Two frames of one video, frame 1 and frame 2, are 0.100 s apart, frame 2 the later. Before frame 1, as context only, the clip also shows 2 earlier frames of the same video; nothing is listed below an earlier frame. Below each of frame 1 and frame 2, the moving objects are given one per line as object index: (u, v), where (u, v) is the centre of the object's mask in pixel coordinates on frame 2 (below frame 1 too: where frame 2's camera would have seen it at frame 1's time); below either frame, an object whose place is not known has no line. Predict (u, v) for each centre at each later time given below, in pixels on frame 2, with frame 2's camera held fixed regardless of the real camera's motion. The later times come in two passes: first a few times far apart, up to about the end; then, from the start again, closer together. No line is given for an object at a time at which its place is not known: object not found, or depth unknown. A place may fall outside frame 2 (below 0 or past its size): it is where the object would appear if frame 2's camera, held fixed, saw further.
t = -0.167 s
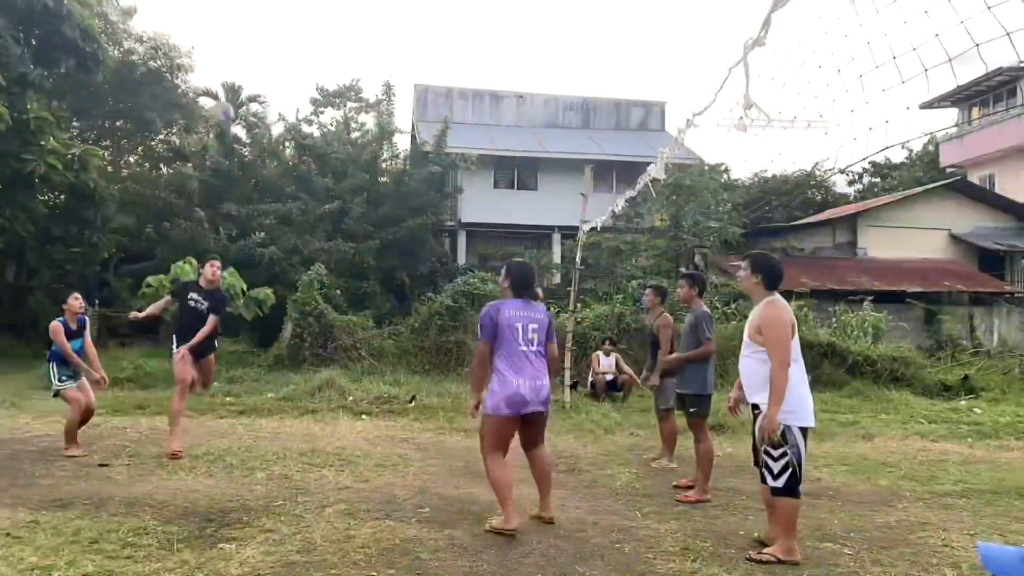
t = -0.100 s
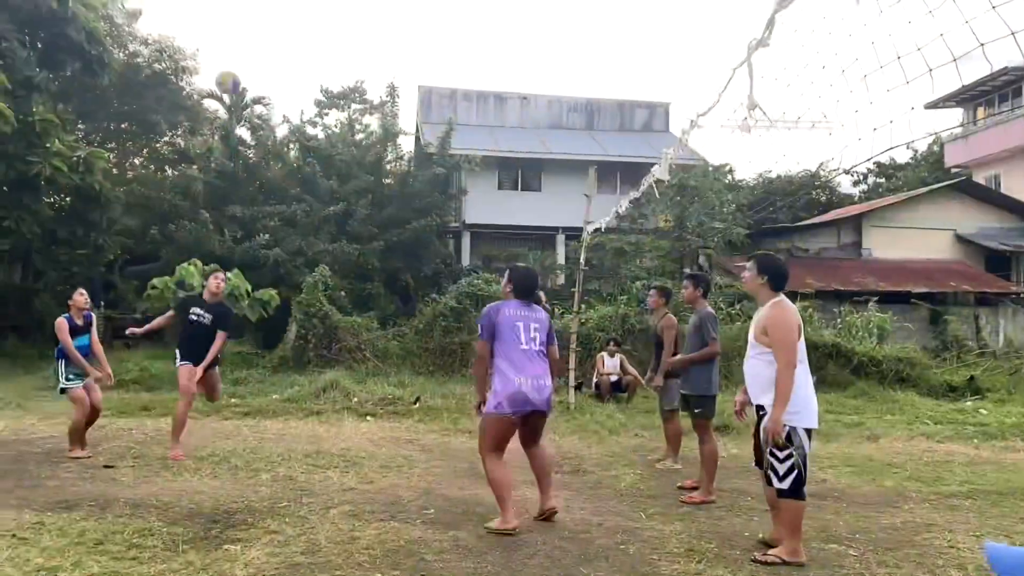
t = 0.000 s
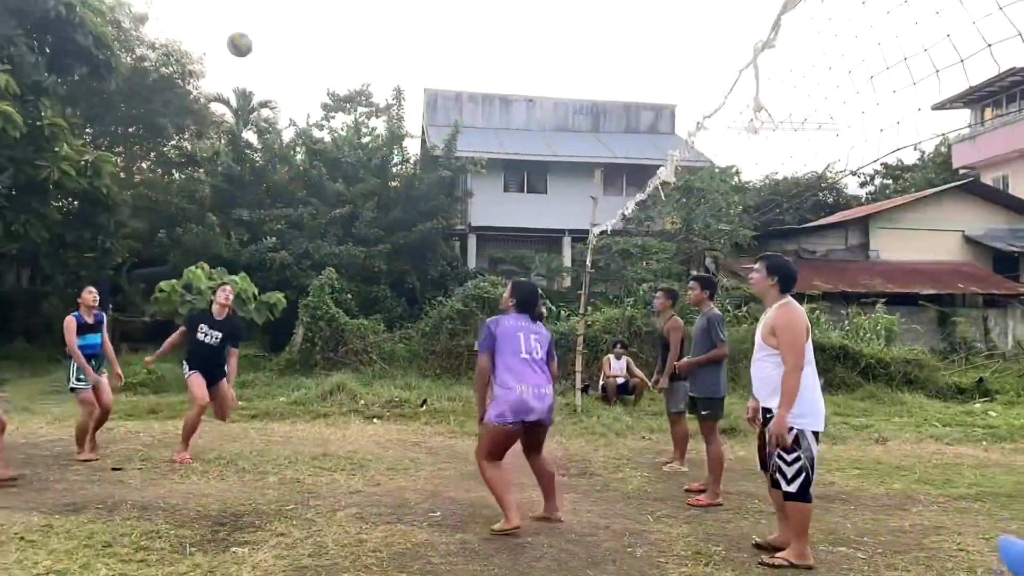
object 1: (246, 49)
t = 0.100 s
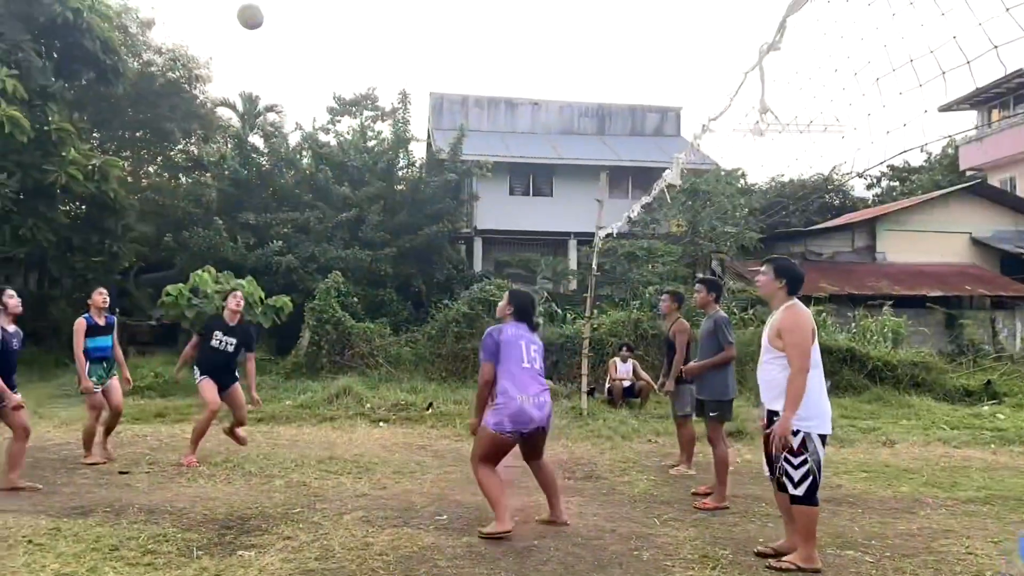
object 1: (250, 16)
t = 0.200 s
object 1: (255, 1)
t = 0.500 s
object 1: (268, 5)
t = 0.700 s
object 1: (277, 88)
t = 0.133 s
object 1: (252, 9)
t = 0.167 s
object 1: (253, 5)
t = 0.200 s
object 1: (255, 1)
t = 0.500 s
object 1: (268, 5)
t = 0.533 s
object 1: (269, 13)
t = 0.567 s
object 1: (270, 24)
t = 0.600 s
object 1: (272, 37)
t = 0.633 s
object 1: (273, 52)
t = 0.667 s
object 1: (275, 69)
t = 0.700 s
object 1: (277, 88)
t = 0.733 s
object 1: (279, 109)
